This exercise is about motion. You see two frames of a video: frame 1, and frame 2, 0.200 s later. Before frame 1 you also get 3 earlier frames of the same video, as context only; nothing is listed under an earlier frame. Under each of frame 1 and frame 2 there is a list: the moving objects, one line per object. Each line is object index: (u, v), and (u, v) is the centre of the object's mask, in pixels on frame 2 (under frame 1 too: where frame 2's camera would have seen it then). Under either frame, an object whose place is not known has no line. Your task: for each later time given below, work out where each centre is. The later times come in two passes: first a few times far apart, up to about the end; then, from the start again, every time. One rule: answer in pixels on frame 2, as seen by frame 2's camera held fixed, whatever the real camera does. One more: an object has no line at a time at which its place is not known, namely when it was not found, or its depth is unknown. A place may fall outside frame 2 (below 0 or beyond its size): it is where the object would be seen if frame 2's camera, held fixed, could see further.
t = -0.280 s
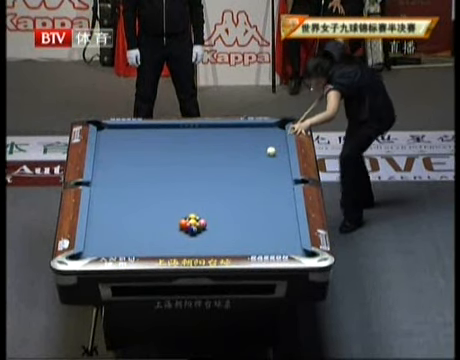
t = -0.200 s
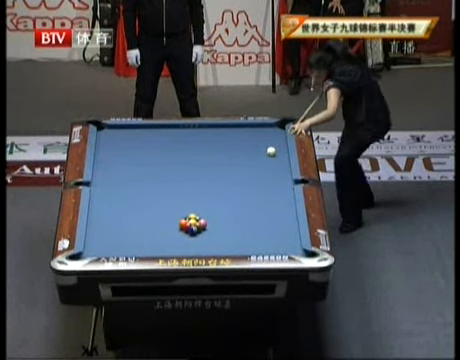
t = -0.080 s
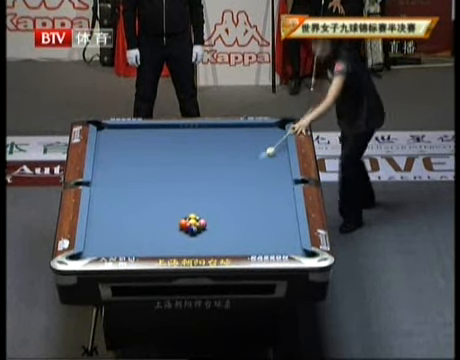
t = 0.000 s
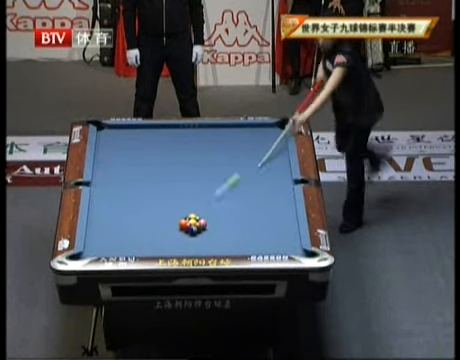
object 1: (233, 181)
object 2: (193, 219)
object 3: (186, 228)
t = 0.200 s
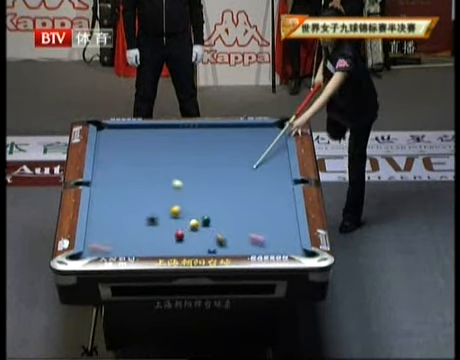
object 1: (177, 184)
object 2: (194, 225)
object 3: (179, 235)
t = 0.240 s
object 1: (173, 182)
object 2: (195, 225)
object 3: (177, 237)
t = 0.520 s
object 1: (141, 184)
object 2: (197, 226)
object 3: (165, 249)
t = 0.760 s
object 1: (114, 183)
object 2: (198, 226)
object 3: (155, 250)
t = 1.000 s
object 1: (99, 177)
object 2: (199, 226)
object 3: (147, 245)
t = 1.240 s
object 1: (97, 169)
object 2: (200, 226)
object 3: (140, 239)
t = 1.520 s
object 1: (99, 160)
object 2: (199, 226)
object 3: (131, 233)
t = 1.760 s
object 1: (102, 152)
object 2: (199, 226)
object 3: (125, 228)
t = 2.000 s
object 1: (104, 145)
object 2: (199, 227)
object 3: (119, 224)
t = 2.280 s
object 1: (106, 138)
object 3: (112, 219)
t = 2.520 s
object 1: (108, 132)
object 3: (106, 215)
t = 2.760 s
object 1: (109, 126)
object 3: (101, 211)
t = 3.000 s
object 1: (109, 129)
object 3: (96, 208)
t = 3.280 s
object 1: (109, 131)
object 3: (93, 205)
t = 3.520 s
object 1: (109, 134)
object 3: (95, 202)
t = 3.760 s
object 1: (108, 136)
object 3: (97, 200)
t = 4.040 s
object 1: (108, 138)
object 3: (100, 198)
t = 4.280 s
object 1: (108, 140)
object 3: (102, 196)
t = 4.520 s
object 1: (107, 141)
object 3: (103, 195)
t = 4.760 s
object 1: (107, 143)
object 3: (104, 194)
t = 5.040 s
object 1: (106, 144)
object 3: (105, 193)
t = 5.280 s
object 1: (106, 144)
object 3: (107, 193)
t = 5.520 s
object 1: (105, 145)
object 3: (107, 192)
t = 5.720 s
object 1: (105, 146)
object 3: (107, 192)
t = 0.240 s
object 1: (173, 182)
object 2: (195, 225)
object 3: (177, 237)
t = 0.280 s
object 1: (169, 182)
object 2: (195, 225)
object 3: (176, 239)
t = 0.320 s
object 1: (164, 185)
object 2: (195, 225)
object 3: (174, 241)
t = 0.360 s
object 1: (159, 191)
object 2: (196, 225)
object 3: (172, 243)
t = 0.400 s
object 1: (155, 192)
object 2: (196, 225)
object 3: (170, 245)
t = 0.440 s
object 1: (150, 187)
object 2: (196, 225)
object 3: (168, 247)
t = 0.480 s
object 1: (145, 184)
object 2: (197, 226)
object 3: (166, 248)
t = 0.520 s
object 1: (141, 184)
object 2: (197, 226)
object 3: (165, 249)
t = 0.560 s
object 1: (137, 187)
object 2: (197, 226)
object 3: (163, 251)
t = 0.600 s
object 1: (132, 186)
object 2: (197, 226)
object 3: (161, 251)
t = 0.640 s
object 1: (127, 185)
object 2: (197, 226)
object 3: (159, 251)
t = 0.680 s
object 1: (123, 184)
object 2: (198, 226)
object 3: (158, 251)
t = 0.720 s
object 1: (118, 183)
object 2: (198, 226)
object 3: (157, 250)
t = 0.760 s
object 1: (114, 183)
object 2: (198, 226)
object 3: (155, 250)
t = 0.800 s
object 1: (109, 181)
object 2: (199, 226)
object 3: (154, 249)
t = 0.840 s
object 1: (105, 181)
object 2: (199, 226)
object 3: (153, 248)
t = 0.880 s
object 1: (100, 180)
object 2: (199, 226)
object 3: (151, 248)
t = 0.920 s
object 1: (96, 180)
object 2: (199, 226)
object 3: (150, 247)
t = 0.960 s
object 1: (98, 179)
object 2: (199, 226)
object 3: (149, 246)
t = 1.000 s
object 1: (99, 177)
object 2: (199, 226)
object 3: (147, 245)
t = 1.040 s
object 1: (99, 176)
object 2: (199, 226)
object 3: (145, 244)
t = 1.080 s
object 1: (99, 174)
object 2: (199, 226)
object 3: (144, 243)
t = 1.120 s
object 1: (98, 173)
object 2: (199, 226)
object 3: (143, 242)
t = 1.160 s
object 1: (97, 171)
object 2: (199, 226)
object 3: (142, 241)
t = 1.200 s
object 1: (97, 170)
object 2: (199, 226)
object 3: (141, 240)
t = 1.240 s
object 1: (97, 169)
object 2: (200, 226)
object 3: (140, 239)
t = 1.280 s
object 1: (97, 167)
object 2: (200, 226)
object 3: (138, 238)
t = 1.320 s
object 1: (97, 166)
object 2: (200, 226)
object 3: (137, 237)
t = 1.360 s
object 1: (98, 165)
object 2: (199, 226)
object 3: (136, 236)
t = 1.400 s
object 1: (98, 164)
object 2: (199, 226)
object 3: (135, 236)
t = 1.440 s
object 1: (98, 162)
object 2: (199, 226)
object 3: (134, 235)
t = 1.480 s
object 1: (99, 161)
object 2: (199, 227)
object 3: (132, 234)
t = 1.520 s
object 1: (99, 160)
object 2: (199, 226)
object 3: (131, 233)
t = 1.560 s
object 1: (99, 158)
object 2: (199, 226)
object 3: (130, 232)
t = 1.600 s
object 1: (100, 157)
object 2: (199, 226)
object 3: (129, 231)
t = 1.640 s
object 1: (100, 156)
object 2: (199, 226)
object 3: (128, 231)
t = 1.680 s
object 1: (101, 155)
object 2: (199, 226)
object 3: (127, 230)
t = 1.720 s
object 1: (101, 154)
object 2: (199, 226)
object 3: (126, 229)
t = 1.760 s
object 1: (102, 152)
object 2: (199, 226)
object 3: (125, 228)
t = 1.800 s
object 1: (102, 151)
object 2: (199, 226)
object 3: (124, 227)
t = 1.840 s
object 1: (102, 150)
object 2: (199, 226)
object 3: (123, 227)
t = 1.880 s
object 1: (102, 149)
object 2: (199, 226)
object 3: (122, 226)
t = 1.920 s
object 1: (103, 148)
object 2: (199, 226)
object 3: (120, 225)
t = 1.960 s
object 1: (103, 147)
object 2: (199, 226)
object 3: (119, 224)
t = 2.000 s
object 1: (104, 145)
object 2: (199, 227)
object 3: (119, 224)
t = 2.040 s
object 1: (104, 144)
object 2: (199, 227)
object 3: (118, 223)
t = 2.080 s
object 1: (104, 143)
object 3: (117, 223)
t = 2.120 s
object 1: (104, 142)
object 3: (116, 221)
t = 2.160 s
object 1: (105, 141)
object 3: (115, 221)
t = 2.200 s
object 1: (105, 140)
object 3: (114, 220)
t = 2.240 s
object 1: (106, 139)
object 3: (113, 220)
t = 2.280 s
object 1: (106, 138)
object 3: (112, 219)
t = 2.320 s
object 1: (106, 137)
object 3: (111, 218)
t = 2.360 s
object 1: (107, 136)
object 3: (110, 217)
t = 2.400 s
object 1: (107, 135)
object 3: (109, 217)
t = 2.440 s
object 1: (107, 134)
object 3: (108, 216)
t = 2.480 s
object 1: (108, 133)
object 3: (107, 216)
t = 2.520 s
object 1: (108, 132)
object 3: (106, 215)
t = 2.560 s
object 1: (108, 131)
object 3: (105, 214)
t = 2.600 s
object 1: (108, 130)
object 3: (104, 213)
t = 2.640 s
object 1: (108, 129)
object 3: (103, 213)
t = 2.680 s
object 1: (109, 128)
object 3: (102, 212)
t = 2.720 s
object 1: (109, 127)
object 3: (102, 211)
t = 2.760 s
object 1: (109, 126)
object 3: (101, 211)
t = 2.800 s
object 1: (109, 126)
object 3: (101, 210)
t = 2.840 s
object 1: (109, 127)
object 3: (100, 210)
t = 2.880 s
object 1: (109, 127)
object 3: (99, 210)
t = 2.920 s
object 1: (109, 128)
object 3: (99, 209)
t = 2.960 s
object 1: (109, 128)
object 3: (97, 208)
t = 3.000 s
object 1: (109, 129)
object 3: (96, 208)
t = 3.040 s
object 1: (109, 129)
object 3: (96, 207)
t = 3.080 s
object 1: (109, 130)
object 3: (95, 207)
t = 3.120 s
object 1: (109, 130)
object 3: (94, 206)
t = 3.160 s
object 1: (109, 130)
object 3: (94, 206)
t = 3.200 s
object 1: (109, 131)
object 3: (93, 206)
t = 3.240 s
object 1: (109, 131)
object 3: (93, 206)
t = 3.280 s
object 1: (109, 131)
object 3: (93, 205)
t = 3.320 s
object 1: (109, 132)
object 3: (93, 204)
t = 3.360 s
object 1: (109, 132)
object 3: (94, 204)
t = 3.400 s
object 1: (109, 133)
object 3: (94, 203)
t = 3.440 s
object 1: (109, 134)
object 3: (94, 203)
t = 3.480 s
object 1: (109, 133)
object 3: (95, 202)
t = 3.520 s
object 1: (109, 134)
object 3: (95, 202)
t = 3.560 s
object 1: (109, 134)
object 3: (96, 202)
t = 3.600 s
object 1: (109, 134)
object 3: (96, 201)
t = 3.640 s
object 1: (109, 135)
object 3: (96, 201)
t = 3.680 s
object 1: (109, 135)
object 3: (97, 201)
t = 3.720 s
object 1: (109, 135)
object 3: (97, 200)
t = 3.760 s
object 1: (108, 136)
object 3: (97, 200)
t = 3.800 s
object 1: (108, 136)
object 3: (98, 199)
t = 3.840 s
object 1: (108, 136)
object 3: (98, 199)
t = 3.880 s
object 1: (108, 137)
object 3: (98, 199)
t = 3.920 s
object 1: (108, 137)
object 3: (99, 199)
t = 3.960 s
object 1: (108, 138)
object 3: (99, 198)
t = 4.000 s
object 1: (108, 138)
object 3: (99, 198)
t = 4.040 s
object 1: (108, 138)
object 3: (100, 198)
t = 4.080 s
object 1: (108, 138)
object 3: (100, 198)
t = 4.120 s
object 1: (108, 139)
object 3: (100, 198)
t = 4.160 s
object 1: (108, 139)
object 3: (101, 197)
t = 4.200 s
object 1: (108, 139)
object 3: (101, 197)
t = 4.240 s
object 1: (108, 140)
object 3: (101, 196)
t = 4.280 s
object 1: (108, 140)
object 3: (102, 196)
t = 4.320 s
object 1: (108, 140)
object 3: (102, 196)
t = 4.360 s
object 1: (108, 140)
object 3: (102, 196)
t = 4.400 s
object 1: (108, 141)
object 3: (102, 196)
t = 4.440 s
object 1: (108, 141)
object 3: (103, 195)
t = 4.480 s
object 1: (107, 141)
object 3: (103, 195)
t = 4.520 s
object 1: (107, 141)
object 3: (103, 195)
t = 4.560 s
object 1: (107, 141)
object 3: (103, 194)
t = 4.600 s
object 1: (107, 142)
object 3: (103, 195)
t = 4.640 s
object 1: (107, 142)
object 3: (104, 194)
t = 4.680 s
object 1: (107, 143)
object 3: (104, 194)
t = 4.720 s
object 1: (107, 142)
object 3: (104, 194)
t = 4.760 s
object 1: (107, 143)
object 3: (104, 194)
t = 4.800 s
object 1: (107, 143)
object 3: (104, 194)
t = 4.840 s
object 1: (107, 143)
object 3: (105, 194)
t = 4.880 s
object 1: (107, 143)
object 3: (105, 194)
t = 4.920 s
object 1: (107, 144)
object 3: (105, 193)
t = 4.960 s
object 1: (106, 144)
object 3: (105, 193)
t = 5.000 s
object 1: (106, 144)
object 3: (105, 193)
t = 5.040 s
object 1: (106, 144)
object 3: (105, 193)
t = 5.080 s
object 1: (106, 144)
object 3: (106, 193)
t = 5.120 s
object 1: (106, 144)
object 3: (106, 193)
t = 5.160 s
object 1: (106, 144)
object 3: (106, 193)
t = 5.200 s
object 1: (106, 144)
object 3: (106, 193)
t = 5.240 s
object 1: (106, 145)
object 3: (106, 193)
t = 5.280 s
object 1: (106, 144)
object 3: (107, 193)
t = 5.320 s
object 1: (106, 145)
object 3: (107, 193)
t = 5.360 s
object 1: (106, 145)
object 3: (107, 193)
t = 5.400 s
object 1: (106, 145)
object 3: (107, 193)
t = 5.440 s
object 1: (106, 145)
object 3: (107, 192)
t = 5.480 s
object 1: (105, 145)
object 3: (107, 193)
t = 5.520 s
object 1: (105, 145)
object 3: (107, 192)
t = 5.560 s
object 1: (105, 145)
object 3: (107, 192)
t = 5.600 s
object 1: (105, 145)
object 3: (107, 192)
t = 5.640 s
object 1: (105, 146)
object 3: (107, 192)
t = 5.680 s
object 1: (105, 146)
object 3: (107, 192)
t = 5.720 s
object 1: (105, 146)
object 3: (107, 192)
